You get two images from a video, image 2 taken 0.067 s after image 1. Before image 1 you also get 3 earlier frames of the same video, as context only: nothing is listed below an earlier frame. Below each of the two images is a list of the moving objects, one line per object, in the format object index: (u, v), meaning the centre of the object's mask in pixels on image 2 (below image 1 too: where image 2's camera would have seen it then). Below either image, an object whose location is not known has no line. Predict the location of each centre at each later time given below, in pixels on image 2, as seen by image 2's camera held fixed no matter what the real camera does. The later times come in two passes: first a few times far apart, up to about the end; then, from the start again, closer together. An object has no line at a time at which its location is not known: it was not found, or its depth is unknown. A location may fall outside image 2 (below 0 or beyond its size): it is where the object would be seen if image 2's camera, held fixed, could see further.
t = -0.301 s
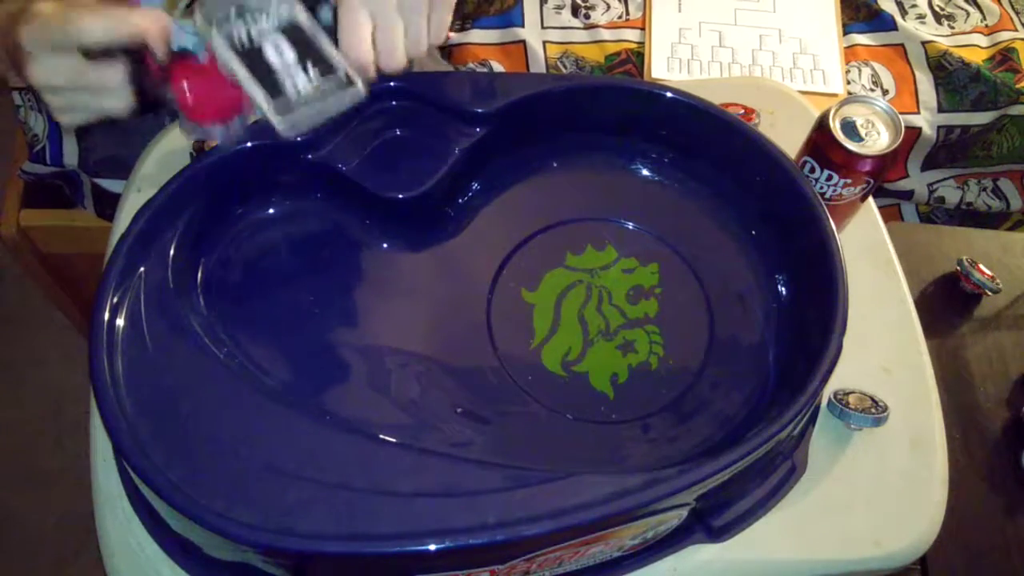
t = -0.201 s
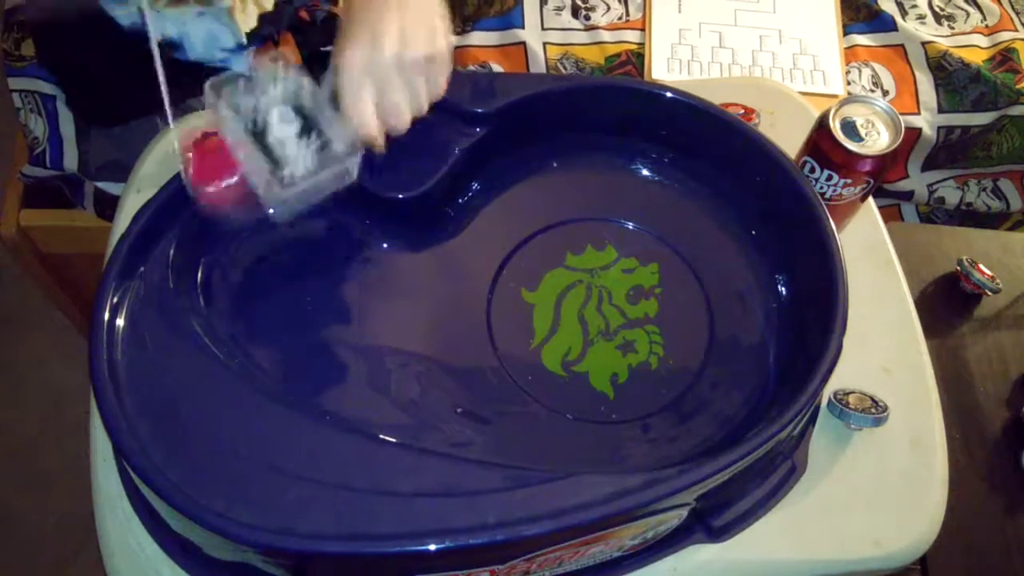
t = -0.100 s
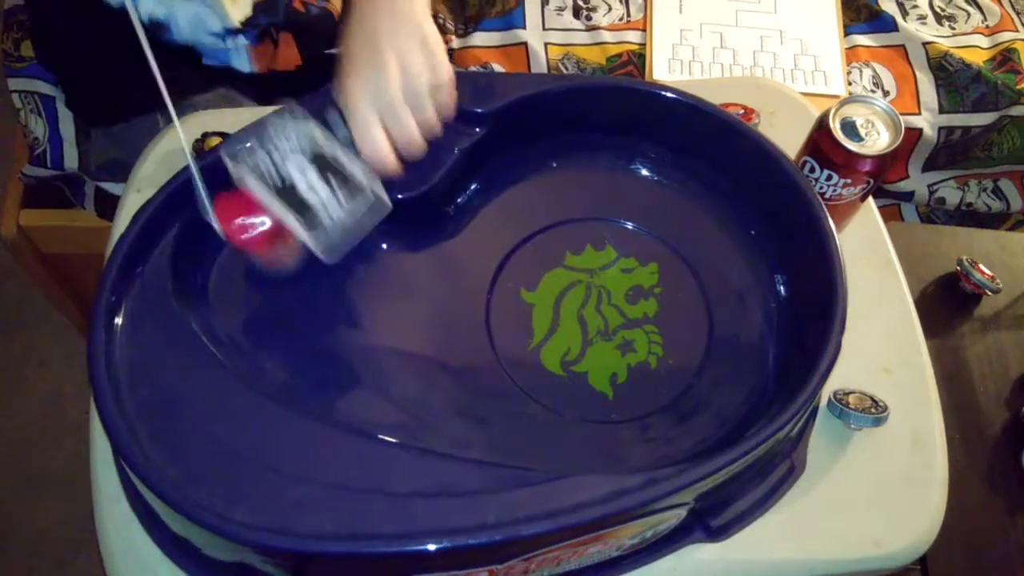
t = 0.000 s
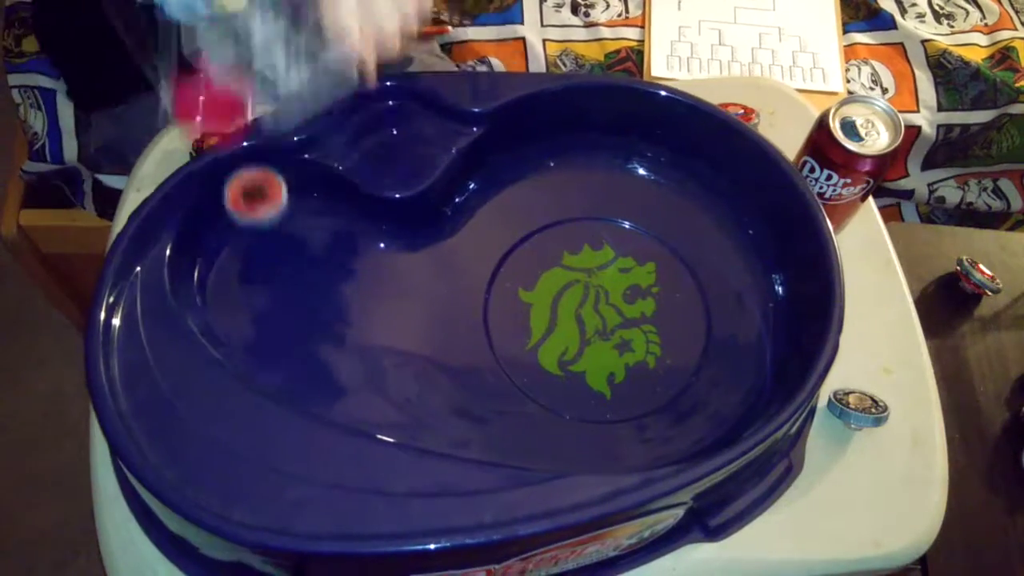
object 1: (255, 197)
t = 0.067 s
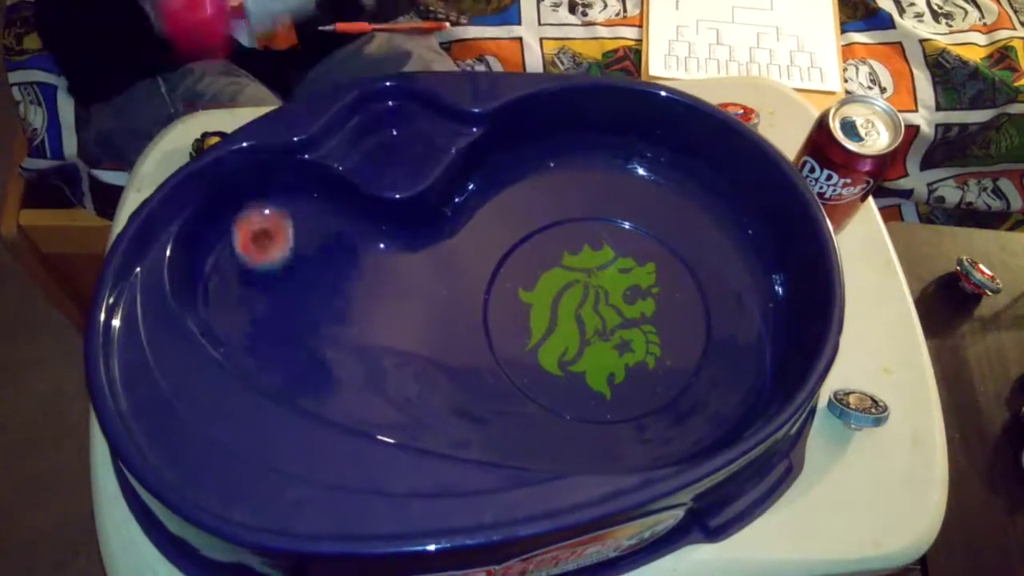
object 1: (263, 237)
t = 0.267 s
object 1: (264, 293)
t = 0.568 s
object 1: (314, 370)
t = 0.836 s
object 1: (392, 413)
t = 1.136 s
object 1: (574, 435)
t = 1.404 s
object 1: (719, 330)
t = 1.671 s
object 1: (617, 187)
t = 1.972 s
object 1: (463, 247)
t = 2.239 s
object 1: (456, 372)
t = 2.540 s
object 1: (609, 403)
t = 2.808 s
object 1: (694, 326)
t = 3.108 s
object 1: (643, 233)
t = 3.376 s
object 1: (557, 238)
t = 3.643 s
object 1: (526, 293)
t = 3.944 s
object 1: (559, 342)
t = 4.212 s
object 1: (601, 350)
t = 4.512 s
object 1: (629, 333)
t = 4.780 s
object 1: (398, 380)
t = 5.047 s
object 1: (373, 405)
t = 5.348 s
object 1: (386, 407)
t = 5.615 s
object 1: (406, 396)
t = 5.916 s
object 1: (486, 376)
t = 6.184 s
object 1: (548, 328)
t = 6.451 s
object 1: (557, 312)
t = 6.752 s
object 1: (554, 415)
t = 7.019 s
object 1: (632, 249)
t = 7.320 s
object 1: (587, 183)
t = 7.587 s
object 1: (558, 239)
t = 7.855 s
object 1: (550, 271)
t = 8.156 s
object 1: (581, 312)
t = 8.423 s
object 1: (583, 319)
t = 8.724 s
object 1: (506, 240)
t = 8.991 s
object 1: (487, 273)
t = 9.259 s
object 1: (522, 342)
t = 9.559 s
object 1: (561, 339)
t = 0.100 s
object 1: (263, 246)
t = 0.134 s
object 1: (263, 256)
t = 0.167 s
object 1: (264, 270)
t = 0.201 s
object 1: (264, 278)
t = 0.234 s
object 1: (263, 285)
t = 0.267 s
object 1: (264, 293)
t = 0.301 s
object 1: (266, 302)
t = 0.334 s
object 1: (270, 311)
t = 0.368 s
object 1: (275, 320)
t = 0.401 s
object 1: (282, 328)
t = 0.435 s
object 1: (288, 337)
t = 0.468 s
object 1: (294, 346)
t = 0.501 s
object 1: (301, 355)
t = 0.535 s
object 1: (307, 363)
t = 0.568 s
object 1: (314, 370)
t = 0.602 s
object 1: (321, 379)
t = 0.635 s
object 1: (328, 385)
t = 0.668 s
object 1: (336, 392)
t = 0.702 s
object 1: (347, 396)
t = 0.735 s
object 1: (358, 400)
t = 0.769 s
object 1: (369, 404)
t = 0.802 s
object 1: (380, 408)
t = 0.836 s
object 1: (392, 413)
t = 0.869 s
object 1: (405, 417)
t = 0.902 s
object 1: (420, 421)
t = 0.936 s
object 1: (437, 425)
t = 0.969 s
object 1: (457, 429)
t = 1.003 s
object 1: (478, 432)
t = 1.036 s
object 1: (501, 435)
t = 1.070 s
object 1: (525, 436)
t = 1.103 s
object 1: (549, 437)
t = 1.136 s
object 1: (574, 435)
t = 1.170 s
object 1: (599, 432)
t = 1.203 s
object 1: (624, 427)
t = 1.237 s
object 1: (648, 418)
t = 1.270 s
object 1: (670, 406)
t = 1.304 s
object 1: (688, 390)
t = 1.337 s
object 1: (703, 372)
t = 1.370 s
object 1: (713, 352)
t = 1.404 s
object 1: (719, 330)
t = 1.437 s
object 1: (720, 308)
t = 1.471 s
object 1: (717, 285)
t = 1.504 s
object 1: (709, 263)
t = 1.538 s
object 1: (697, 242)
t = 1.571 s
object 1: (681, 224)
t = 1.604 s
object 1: (661, 208)
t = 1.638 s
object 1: (641, 196)
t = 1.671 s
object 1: (617, 187)
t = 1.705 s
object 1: (596, 181)
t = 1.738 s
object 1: (574, 179)
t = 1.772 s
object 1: (552, 181)
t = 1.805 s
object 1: (532, 186)
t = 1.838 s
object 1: (514, 193)
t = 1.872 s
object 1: (499, 203)
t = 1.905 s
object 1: (484, 216)
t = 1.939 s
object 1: (473, 230)
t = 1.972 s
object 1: (463, 247)
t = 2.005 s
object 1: (453, 266)
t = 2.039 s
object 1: (445, 287)
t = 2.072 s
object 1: (440, 306)
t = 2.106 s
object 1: (437, 323)
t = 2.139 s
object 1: (437, 338)
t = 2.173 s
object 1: (440, 352)
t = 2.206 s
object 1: (447, 363)
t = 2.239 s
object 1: (456, 372)
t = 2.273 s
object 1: (468, 380)
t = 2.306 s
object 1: (481, 387)
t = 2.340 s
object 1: (495, 392)
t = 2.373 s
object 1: (511, 397)
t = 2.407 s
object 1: (528, 401)
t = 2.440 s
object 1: (546, 404)
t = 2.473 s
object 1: (565, 406)
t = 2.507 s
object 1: (587, 406)
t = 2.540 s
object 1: (609, 403)
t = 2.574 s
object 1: (627, 399)
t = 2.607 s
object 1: (643, 393)
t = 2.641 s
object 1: (657, 385)
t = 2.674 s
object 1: (669, 375)
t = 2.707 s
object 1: (679, 363)
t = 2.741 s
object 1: (686, 351)
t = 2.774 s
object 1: (691, 339)
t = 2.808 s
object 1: (694, 326)
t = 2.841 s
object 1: (694, 313)
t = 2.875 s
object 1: (693, 301)
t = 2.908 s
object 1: (691, 289)
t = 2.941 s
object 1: (686, 277)
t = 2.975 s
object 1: (680, 266)
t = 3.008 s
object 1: (672, 256)
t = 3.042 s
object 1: (664, 247)
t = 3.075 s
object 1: (654, 239)
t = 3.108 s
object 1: (643, 233)
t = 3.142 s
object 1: (632, 229)
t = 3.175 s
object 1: (621, 226)
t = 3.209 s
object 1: (610, 225)
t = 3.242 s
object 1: (598, 224)
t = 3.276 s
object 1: (587, 226)
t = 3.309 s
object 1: (576, 228)
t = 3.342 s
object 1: (566, 233)
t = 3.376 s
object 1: (557, 238)
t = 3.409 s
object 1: (548, 244)
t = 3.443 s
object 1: (542, 250)
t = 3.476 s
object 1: (536, 257)
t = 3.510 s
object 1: (532, 264)
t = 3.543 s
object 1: (529, 271)
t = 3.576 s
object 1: (527, 278)
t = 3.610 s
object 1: (526, 286)
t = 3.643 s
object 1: (526, 293)
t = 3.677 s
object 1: (527, 301)
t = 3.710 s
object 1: (530, 308)
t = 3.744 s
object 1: (533, 314)
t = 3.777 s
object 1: (536, 320)
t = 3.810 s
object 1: (540, 325)
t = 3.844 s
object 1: (544, 330)
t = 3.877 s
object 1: (548, 333)
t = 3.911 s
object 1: (553, 338)
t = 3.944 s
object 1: (559, 342)
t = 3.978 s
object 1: (564, 345)
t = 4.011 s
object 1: (571, 346)
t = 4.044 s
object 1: (576, 348)
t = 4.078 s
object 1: (582, 350)
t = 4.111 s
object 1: (588, 351)
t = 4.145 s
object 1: (592, 351)
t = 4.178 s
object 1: (597, 351)
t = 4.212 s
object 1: (601, 350)
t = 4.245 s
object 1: (606, 348)
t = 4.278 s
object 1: (609, 347)
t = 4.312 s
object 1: (613, 346)
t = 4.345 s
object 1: (617, 344)
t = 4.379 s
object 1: (620, 343)
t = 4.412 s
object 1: (623, 340)
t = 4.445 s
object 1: (626, 338)
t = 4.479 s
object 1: (629, 335)
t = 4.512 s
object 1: (629, 333)
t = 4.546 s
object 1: (592, 344)
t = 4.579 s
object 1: (549, 356)
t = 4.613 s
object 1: (511, 363)
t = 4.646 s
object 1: (482, 367)
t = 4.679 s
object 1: (454, 373)
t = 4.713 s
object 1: (431, 376)
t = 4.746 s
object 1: (412, 378)
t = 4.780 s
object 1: (398, 380)
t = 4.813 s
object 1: (389, 381)
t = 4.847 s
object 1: (385, 384)
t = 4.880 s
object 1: (382, 386)
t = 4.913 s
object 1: (380, 390)
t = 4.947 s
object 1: (378, 395)
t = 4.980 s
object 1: (376, 399)
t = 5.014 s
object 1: (375, 402)
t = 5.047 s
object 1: (373, 405)
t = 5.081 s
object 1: (371, 407)
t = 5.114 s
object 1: (371, 408)
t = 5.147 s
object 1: (373, 408)
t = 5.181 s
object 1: (375, 408)
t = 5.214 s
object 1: (377, 408)
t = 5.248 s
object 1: (380, 408)
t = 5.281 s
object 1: (382, 408)
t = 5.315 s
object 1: (384, 408)
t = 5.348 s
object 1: (386, 407)
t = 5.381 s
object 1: (389, 407)
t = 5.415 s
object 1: (391, 407)
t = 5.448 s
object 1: (393, 406)
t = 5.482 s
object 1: (395, 405)
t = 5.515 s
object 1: (396, 403)
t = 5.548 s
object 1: (398, 401)
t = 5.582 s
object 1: (402, 399)
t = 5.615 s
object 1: (406, 396)
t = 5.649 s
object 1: (413, 393)
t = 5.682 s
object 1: (422, 390)
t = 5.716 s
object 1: (426, 390)
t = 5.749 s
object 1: (429, 391)
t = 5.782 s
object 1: (436, 391)
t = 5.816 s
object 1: (447, 389)
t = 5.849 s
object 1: (460, 386)
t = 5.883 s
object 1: (473, 382)
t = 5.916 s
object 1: (486, 376)
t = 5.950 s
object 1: (496, 369)
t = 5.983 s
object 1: (505, 363)
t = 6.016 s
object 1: (512, 358)
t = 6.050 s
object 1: (521, 352)
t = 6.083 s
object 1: (529, 346)
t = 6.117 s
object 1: (537, 340)
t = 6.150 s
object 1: (543, 334)
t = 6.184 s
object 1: (548, 328)
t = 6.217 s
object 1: (553, 321)
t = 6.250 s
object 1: (557, 314)
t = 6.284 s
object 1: (562, 307)
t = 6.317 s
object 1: (566, 299)
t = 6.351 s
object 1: (569, 293)
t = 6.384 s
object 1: (572, 285)
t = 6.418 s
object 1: (573, 280)
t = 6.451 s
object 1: (557, 312)
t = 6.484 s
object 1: (535, 357)
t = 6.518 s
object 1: (523, 391)
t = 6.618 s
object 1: (518, 436)
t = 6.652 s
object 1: (522, 438)
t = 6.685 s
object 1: (529, 437)
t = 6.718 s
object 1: (540, 428)
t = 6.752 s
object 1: (554, 415)
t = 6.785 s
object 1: (570, 403)
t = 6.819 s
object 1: (588, 386)
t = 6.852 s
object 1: (605, 368)
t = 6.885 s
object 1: (619, 348)
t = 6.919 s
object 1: (624, 320)
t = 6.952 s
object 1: (627, 294)
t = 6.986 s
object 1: (631, 269)
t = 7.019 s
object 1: (632, 249)
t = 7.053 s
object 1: (633, 228)
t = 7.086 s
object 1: (632, 213)
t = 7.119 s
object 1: (628, 203)
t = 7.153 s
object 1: (622, 195)
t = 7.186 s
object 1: (615, 189)
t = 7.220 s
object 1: (608, 185)
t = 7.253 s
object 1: (600, 183)
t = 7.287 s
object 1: (593, 183)
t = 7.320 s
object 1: (587, 183)
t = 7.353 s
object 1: (581, 185)
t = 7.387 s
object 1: (576, 189)
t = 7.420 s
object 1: (572, 194)
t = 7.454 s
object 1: (568, 200)
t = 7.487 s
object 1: (565, 207)
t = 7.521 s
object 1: (562, 215)
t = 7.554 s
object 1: (559, 227)
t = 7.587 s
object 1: (558, 239)
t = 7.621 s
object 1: (560, 251)
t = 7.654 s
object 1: (562, 260)
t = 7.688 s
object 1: (565, 268)
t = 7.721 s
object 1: (565, 273)
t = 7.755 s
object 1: (557, 270)
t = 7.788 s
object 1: (552, 268)
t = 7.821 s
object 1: (550, 269)
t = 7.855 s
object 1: (550, 271)
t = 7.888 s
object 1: (551, 275)
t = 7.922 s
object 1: (554, 279)
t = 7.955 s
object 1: (557, 284)
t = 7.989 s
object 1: (561, 289)
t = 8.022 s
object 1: (564, 293)
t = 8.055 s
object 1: (569, 299)
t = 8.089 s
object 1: (573, 304)
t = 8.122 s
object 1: (577, 308)
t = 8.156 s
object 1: (581, 312)
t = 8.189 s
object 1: (585, 317)
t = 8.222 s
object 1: (590, 321)
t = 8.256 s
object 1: (587, 319)
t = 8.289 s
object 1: (583, 317)
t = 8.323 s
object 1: (582, 317)
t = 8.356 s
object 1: (582, 317)
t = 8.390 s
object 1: (583, 318)
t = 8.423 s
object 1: (583, 319)
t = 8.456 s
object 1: (584, 321)
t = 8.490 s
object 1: (585, 322)
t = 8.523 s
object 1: (586, 323)
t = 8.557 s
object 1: (587, 324)
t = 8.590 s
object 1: (577, 314)
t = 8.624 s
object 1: (550, 288)
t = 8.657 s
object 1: (532, 270)
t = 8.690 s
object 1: (516, 253)
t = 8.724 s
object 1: (506, 240)
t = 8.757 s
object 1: (500, 234)
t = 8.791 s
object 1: (495, 231)
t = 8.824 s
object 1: (492, 232)
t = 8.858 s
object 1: (490, 234)
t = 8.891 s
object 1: (488, 241)
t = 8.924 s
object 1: (487, 251)
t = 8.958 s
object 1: (487, 262)
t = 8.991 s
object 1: (487, 273)
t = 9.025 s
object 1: (488, 284)
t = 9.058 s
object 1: (490, 296)
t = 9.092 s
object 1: (494, 309)
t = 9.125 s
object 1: (502, 321)
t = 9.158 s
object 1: (508, 331)
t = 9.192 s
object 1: (513, 337)
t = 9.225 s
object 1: (518, 340)
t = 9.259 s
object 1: (522, 342)
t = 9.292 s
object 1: (527, 342)
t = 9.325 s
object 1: (531, 342)
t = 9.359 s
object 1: (535, 342)
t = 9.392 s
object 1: (539, 342)
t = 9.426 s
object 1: (543, 341)
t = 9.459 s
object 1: (547, 342)
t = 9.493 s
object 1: (553, 340)
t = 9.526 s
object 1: (557, 340)
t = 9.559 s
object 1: (561, 339)
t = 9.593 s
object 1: (566, 337)
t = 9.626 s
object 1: (570, 336)
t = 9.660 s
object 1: (575, 334)
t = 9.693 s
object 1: (579, 333)
